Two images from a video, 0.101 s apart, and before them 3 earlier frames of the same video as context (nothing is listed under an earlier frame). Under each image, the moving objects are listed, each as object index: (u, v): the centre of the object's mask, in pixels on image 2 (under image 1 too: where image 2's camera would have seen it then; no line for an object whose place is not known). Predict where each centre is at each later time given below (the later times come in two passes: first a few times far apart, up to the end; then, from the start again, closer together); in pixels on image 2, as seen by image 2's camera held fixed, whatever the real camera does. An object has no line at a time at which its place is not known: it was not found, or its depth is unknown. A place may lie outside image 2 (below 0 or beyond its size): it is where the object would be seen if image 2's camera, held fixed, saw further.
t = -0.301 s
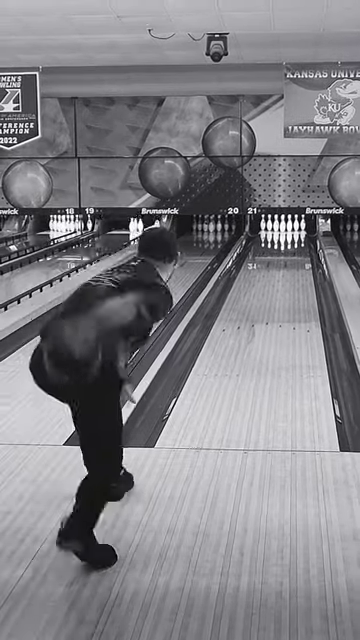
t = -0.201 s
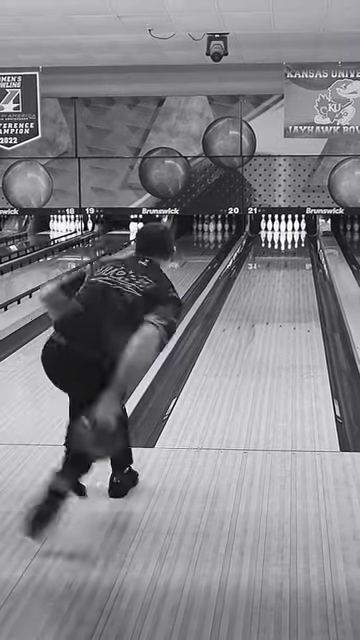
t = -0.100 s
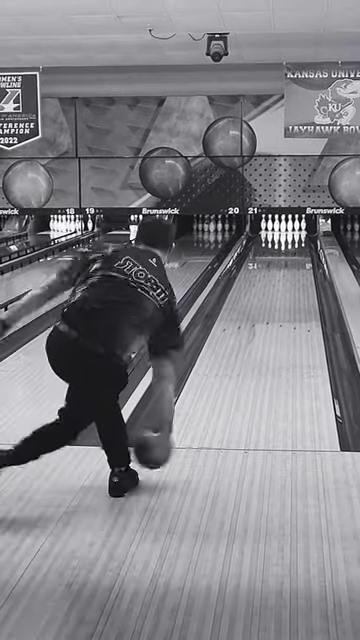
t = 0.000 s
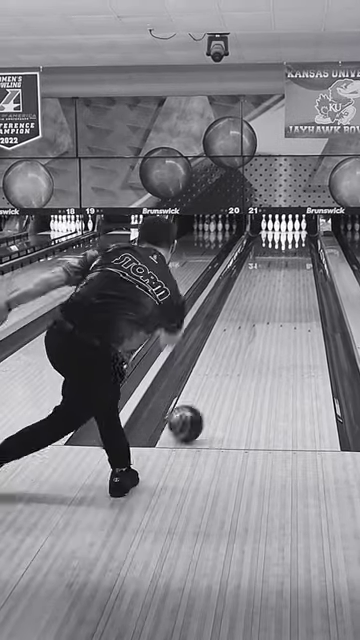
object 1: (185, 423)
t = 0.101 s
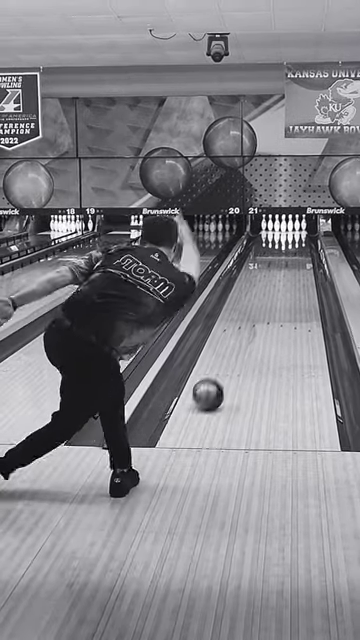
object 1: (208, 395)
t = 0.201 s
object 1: (225, 370)
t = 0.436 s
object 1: (254, 328)
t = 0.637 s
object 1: (271, 304)
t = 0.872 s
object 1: (285, 284)
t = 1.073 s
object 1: (293, 270)
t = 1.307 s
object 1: (300, 257)
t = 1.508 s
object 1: (302, 250)
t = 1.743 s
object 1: (302, 241)
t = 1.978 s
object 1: (297, 235)
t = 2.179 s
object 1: (290, 231)
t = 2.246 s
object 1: (288, 229)
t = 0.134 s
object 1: (214, 386)
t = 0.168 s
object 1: (220, 377)
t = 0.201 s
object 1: (225, 370)
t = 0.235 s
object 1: (230, 362)
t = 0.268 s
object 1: (235, 356)
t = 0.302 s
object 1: (239, 350)
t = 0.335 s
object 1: (243, 344)
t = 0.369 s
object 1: (247, 339)
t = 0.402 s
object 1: (251, 333)
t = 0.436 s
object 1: (254, 328)
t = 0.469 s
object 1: (257, 324)
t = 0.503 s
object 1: (260, 320)
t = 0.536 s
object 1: (263, 315)
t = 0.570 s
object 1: (266, 312)
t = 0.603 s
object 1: (269, 308)
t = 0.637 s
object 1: (271, 304)
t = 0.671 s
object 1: (274, 301)
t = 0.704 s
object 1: (275, 298)
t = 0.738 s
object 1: (277, 295)
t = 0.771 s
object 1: (280, 292)
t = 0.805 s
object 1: (281, 289)
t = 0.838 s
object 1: (283, 286)
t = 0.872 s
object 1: (285, 284)
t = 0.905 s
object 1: (286, 281)
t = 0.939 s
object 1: (288, 279)
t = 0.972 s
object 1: (289, 276)
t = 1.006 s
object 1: (291, 274)
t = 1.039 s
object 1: (292, 272)
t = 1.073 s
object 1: (293, 270)
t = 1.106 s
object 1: (294, 268)
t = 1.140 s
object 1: (296, 266)
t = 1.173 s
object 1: (296, 265)
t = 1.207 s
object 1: (298, 263)
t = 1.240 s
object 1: (298, 262)
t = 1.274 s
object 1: (299, 260)
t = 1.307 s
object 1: (300, 257)
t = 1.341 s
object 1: (302, 255)
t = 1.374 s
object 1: (301, 256)
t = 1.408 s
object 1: (301, 253)
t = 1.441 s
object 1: (302, 252)
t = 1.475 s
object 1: (303, 251)
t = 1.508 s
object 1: (302, 250)
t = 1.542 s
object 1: (303, 250)
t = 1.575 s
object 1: (304, 247)
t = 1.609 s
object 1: (304, 247)
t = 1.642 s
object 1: (303, 244)
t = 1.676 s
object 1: (304, 243)
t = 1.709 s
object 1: (303, 243)
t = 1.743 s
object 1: (302, 241)
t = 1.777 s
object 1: (302, 240)
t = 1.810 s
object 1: (301, 239)
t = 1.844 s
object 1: (301, 239)
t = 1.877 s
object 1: (300, 237)
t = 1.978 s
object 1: (297, 235)
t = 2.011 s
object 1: (295, 234)
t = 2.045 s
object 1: (295, 234)
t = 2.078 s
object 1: (293, 232)
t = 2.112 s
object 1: (292, 231)
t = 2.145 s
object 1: (291, 231)
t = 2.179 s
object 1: (290, 231)
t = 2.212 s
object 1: (289, 229)
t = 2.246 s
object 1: (288, 229)
